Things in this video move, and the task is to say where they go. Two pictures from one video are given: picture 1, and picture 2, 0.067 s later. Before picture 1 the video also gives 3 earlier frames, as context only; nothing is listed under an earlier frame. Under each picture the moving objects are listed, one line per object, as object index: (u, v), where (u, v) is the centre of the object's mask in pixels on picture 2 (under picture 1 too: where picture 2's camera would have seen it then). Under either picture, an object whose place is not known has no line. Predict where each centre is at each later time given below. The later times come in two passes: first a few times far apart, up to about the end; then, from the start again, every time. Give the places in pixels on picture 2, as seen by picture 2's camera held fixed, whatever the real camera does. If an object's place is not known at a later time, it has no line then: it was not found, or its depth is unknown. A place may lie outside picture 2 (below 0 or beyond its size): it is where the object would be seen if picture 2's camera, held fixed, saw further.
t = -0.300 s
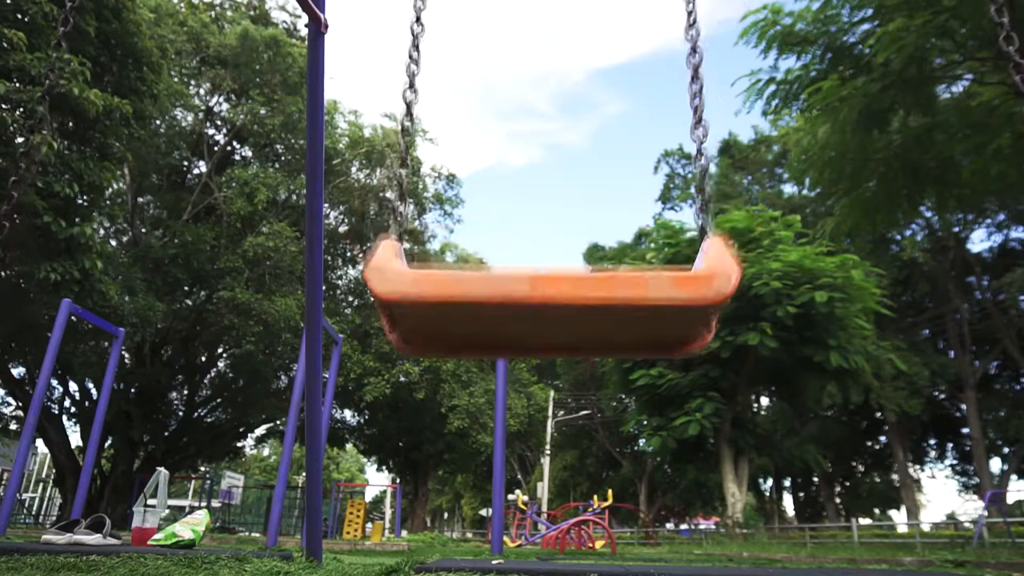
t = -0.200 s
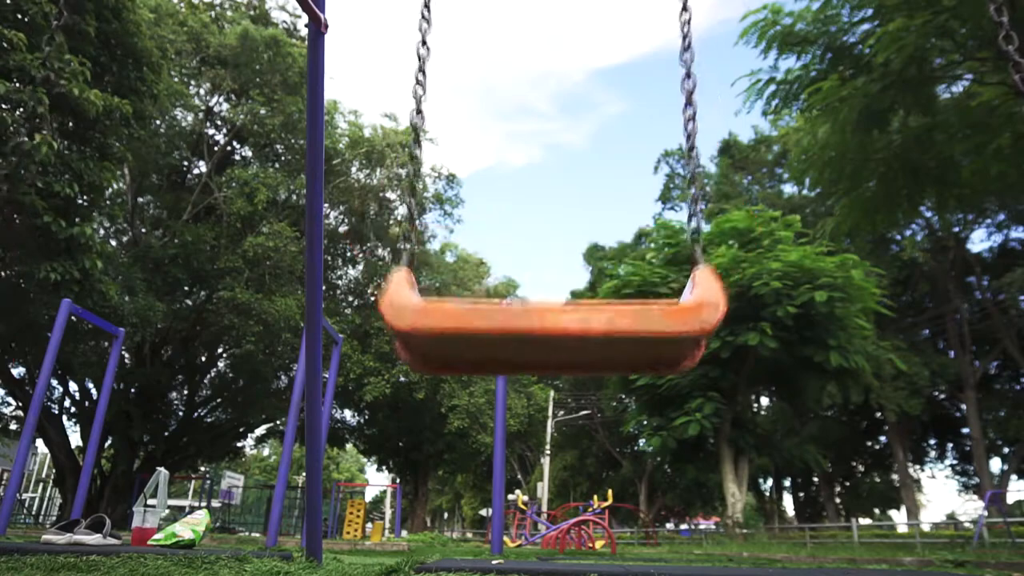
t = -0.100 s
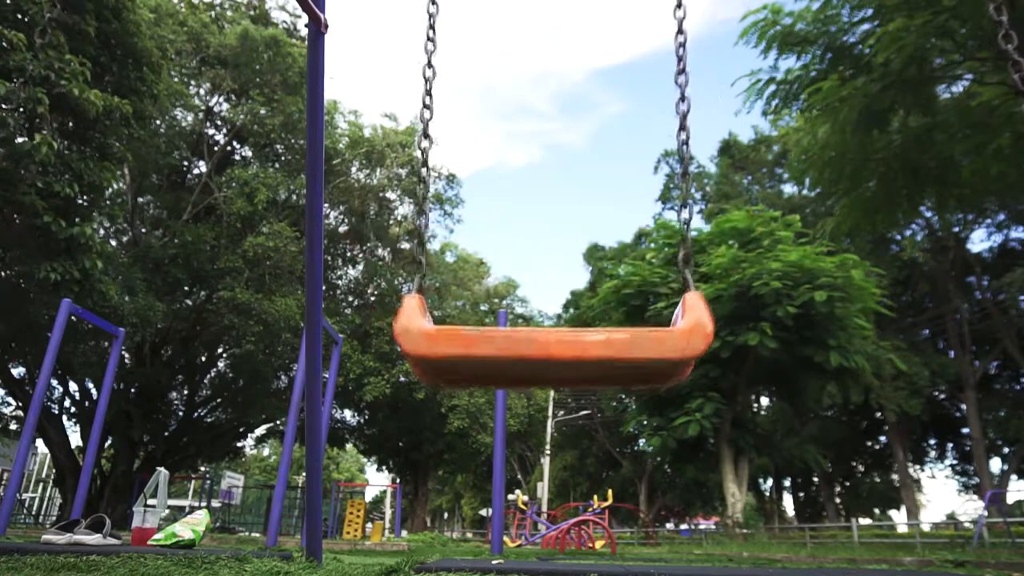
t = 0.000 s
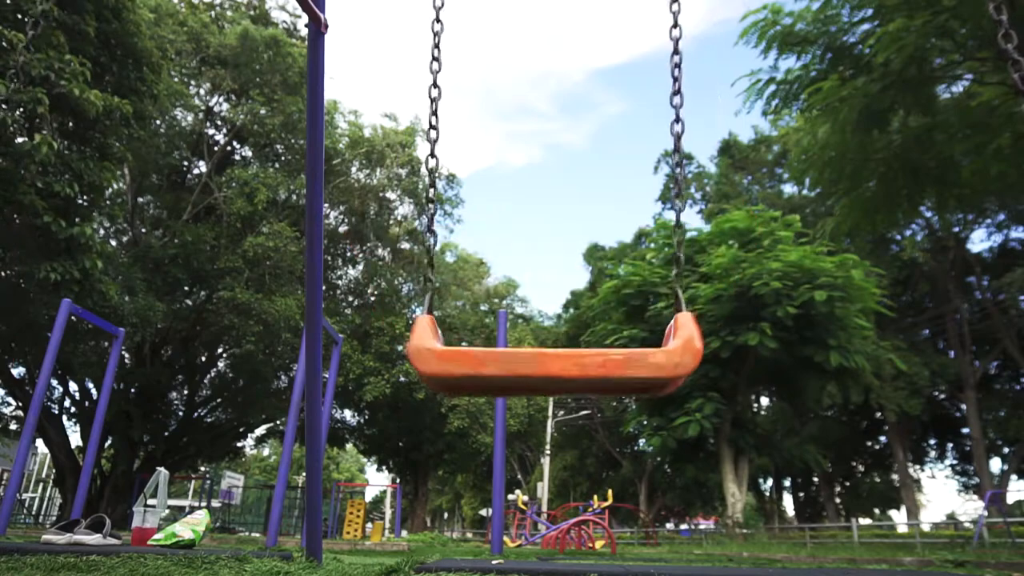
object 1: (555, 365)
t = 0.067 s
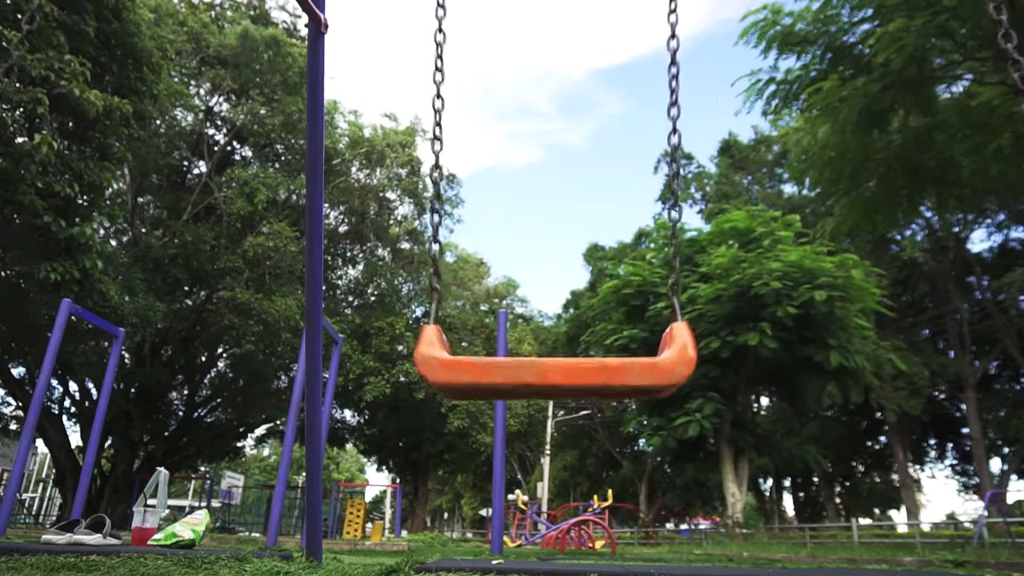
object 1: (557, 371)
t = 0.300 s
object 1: (560, 381)
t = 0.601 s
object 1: (565, 383)
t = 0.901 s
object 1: (566, 383)
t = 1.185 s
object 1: (565, 373)
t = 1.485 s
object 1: (562, 330)
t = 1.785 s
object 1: (556, 253)
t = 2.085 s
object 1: (552, 214)
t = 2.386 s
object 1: (552, 269)
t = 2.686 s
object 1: (556, 344)
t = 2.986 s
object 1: (560, 377)
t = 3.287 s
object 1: (566, 383)
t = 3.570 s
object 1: (568, 383)
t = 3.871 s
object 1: (564, 379)
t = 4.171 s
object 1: (560, 357)
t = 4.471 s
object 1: (555, 290)
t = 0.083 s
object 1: (557, 373)
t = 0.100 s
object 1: (558, 374)
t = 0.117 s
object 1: (557, 375)
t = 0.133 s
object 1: (557, 376)
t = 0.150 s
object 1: (557, 376)
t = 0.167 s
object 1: (557, 378)
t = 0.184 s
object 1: (558, 378)
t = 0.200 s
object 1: (558, 378)
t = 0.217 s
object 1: (559, 379)
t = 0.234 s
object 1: (559, 379)
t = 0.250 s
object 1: (560, 380)
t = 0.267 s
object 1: (560, 380)
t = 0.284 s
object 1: (560, 380)
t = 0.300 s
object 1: (560, 381)
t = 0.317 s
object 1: (561, 381)
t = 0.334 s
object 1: (561, 382)
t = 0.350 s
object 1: (562, 382)
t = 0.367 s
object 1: (562, 382)
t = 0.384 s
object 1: (562, 382)
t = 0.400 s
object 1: (563, 382)
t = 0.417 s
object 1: (563, 383)
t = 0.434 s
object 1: (563, 383)
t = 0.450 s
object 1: (563, 383)
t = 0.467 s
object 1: (563, 383)
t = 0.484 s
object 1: (563, 383)
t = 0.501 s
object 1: (563, 383)
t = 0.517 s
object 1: (564, 383)
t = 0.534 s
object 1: (564, 383)
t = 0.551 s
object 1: (564, 383)
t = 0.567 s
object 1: (565, 383)
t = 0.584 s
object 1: (564, 383)
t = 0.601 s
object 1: (565, 383)
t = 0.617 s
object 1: (565, 383)
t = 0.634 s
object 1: (565, 383)
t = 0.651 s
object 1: (565, 383)
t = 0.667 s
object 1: (566, 383)
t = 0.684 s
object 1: (565, 383)
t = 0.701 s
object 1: (566, 383)
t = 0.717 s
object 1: (566, 383)
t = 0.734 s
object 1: (566, 383)
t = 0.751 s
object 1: (566, 383)
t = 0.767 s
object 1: (566, 383)
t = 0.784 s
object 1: (566, 383)
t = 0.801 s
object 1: (567, 383)
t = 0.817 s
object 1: (566, 383)
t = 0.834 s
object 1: (567, 383)
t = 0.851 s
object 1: (567, 383)
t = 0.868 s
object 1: (567, 382)
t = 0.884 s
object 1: (567, 383)
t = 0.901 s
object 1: (566, 383)
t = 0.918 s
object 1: (567, 382)
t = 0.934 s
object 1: (567, 381)
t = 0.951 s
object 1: (566, 381)
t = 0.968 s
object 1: (566, 382)
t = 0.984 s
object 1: (566, 381)
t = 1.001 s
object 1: (566, 380)
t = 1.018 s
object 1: (565, 380)
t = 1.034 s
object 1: (565, 380)
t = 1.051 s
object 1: (566, 379)
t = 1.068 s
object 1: (565, 379)
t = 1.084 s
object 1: (565, 379)
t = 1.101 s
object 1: (565, 377)
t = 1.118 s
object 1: (564, 377)
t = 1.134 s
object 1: (564, 377)
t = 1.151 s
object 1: (565, 376)
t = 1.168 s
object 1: (565, 374)
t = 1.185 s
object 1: (565, 373)
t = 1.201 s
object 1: (565, 372)
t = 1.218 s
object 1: (565, 370)
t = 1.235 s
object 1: (564, 370)
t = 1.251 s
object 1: (565, 367)
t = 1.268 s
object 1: (564, 365)
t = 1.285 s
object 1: (564, 364)
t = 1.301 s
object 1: (564, 362)
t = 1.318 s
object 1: (563, 360)
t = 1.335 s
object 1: (564, 357)
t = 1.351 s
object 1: (564, 355)
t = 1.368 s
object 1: (564, 352)
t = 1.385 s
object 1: (564, 349)
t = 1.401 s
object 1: (563, 347)
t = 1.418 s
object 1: (562, 344)
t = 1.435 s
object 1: (562, 340)
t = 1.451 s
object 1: (562, 336)
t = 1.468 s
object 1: (562, 334)
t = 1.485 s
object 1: (562, 330)
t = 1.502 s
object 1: (561, 326)
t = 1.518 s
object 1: (561, 322)
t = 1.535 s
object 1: (561, 317)
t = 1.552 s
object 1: (561, 314)
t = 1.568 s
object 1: (561, 311)
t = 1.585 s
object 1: (560, 307)
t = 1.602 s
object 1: (559, 302)
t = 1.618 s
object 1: (559, 297)
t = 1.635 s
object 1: (560, 292)
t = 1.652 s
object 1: (560, 288)
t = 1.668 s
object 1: (559, 284)
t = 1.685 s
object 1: (558, 279)
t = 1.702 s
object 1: (557, 274)
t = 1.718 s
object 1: (557, 271)
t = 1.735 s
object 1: (557, 265)
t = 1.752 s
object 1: (557, 261)
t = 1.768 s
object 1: (557, 256)
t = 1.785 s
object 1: (556, 253)
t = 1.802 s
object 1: (556, 248)
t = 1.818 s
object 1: (555, 244)
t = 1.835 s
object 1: (554, 240)
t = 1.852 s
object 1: (556, 236)
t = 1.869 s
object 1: (555, 233)
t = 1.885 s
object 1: (554, 230)
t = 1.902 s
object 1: (553, 227)
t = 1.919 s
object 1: (554, 224)
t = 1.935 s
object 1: (554, 222)
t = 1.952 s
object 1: (553, 219)
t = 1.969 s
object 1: (552, 218)
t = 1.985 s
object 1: (553, 216)
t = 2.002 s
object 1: (552, 215)
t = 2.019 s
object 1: (552, 214)
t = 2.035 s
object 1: (552, 214)
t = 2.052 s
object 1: (552, 213)
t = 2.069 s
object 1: (552, 214)
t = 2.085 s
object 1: (552, 214)
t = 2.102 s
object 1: (552, 214)
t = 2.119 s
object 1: (551, 216)
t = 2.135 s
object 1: (551, 217)
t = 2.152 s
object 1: (551, 219)
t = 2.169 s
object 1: (551, 221)
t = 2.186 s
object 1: (552, 223)
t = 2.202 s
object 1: (550, 226)
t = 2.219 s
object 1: (551, 228)
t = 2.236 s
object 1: (551, 232)
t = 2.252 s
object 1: (552, 236)
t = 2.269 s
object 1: (550, 240)
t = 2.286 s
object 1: (550, 243)
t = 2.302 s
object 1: (550, 248)
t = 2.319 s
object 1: (551, 251)
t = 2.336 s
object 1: (551, 256)
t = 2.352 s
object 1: (551, 261)
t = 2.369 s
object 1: (551, 265)
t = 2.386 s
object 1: (552, 269)
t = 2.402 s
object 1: (552, 273)
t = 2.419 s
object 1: (551, 279)
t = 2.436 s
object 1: (552, 285)
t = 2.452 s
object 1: (551, 289)
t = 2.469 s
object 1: (553, 292)
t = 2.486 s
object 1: (553, 296)
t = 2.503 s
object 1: (553, 302)
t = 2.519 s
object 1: (552, 308)
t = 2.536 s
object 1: (552, 311)
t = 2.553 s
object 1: (553, 314)
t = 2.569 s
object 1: (554, 318)
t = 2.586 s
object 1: (553, 323)
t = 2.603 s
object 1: (555, 327)
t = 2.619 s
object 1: (554, 331)
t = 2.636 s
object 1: (554, 333)
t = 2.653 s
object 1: (555, 336)
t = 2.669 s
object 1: (555, 341)
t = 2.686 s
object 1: (556, 344)
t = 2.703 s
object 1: (556, 347)
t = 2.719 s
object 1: (556, 350)
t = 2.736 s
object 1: (556, 353)
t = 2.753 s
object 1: (557, 356)
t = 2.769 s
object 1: (558, 358)
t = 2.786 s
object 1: (558, 360)
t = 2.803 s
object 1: (557, 362)
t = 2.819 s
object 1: (558, 364)
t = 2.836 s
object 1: (559, 366)
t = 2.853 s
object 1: (558, 368)
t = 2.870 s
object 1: (560, 369)
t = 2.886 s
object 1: (560, 371)
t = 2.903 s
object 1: (559, 373)
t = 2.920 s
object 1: (560, 373)
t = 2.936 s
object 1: (559, 375)
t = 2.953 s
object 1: (560, 375)
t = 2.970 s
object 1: (560, 377)
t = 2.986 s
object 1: (560, 377)
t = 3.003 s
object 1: (561, 378)
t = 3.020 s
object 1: (562, 378)
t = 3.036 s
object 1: (562, 379)
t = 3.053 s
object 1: (562, 379)
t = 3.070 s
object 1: (563, 379)
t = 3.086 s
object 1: (563, 380)
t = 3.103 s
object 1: (563, 380)
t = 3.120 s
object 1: (563, 381)
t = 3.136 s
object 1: (563, 381)
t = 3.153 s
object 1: (564, 381)
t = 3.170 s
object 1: (565, 382)
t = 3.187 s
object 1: (565, 382)
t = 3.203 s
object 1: (564, 382)
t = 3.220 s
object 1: (565, 382)
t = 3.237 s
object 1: (565, 383)
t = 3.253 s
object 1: (566, 383)
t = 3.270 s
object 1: (566, 383)
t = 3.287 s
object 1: (566, 383)
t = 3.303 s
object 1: (566, 383)
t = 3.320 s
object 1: (566, 383)
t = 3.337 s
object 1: (567, 383)
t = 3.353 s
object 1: (567, 383)
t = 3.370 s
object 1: (567, 383)
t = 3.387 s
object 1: (566, 383)
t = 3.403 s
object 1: (567, 383)
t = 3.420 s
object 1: (567, 383)
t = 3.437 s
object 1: (567, 383)
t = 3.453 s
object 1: (567, 383)
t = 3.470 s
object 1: (567, 383)
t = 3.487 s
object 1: (567, 383)
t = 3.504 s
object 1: (567, 383)
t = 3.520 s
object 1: (567, 383)
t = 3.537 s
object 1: (567, 383)
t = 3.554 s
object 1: (567, 383)
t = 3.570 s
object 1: (568, 383)
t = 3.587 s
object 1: (567, 384)
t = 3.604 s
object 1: (567, 383)
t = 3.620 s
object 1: (567, 383)
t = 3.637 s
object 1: (567, 383)
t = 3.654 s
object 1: (566, 383)
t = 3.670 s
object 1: (566, 383)
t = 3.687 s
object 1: (566, 383)
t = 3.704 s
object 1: (567, 382)
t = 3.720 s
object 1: (566, 383)
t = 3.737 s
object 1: (567, 382)
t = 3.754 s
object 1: (566, 382)
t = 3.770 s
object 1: (565, 382)
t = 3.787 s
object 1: (565, 381)
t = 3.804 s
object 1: (566, 381)
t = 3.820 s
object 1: (565, 381)
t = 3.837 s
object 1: (564, 380)
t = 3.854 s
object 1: (564, 380)
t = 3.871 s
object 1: (564, 379)
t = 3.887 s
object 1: (564, 378)
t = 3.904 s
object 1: (564, 378)
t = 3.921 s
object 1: (563, 378)
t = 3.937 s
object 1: (563, 377)
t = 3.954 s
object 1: (563, 376)
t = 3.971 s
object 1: (563, 375)
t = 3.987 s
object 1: (562, 375)
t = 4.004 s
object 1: (562, 374)
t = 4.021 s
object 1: (562, 372)
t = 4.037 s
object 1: (561, 371)
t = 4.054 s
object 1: (561, 370)
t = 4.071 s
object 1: (561, 368)
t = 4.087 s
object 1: (560, 367)
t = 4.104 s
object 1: (561, 364)
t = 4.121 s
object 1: (560, 363)
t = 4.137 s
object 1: (560, 361)
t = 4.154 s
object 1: (560, 359)
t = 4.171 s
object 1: (560, 357)
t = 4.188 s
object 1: (560, 353)
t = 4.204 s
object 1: (560, 350)
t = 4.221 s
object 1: (559, 349)
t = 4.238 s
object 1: (559, 346)
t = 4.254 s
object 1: (557, 343)
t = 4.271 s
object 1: (558, 338)
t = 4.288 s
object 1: (557, 334)
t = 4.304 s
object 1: (557, 330)
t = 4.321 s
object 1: (555, 329)
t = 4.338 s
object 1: (557, 324)
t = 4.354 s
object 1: (557, 320)
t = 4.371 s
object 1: (557, 315)
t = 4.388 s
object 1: (556, 312)
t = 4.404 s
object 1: (557, 308)
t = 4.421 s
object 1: (555, 304)
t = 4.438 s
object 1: (555, 299)
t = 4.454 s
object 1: (556, 294)
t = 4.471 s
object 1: (555, 290)
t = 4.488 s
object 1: (556, 286)
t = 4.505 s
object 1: (554, 281)
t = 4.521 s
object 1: (553, 277)
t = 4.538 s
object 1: (553, 273)
